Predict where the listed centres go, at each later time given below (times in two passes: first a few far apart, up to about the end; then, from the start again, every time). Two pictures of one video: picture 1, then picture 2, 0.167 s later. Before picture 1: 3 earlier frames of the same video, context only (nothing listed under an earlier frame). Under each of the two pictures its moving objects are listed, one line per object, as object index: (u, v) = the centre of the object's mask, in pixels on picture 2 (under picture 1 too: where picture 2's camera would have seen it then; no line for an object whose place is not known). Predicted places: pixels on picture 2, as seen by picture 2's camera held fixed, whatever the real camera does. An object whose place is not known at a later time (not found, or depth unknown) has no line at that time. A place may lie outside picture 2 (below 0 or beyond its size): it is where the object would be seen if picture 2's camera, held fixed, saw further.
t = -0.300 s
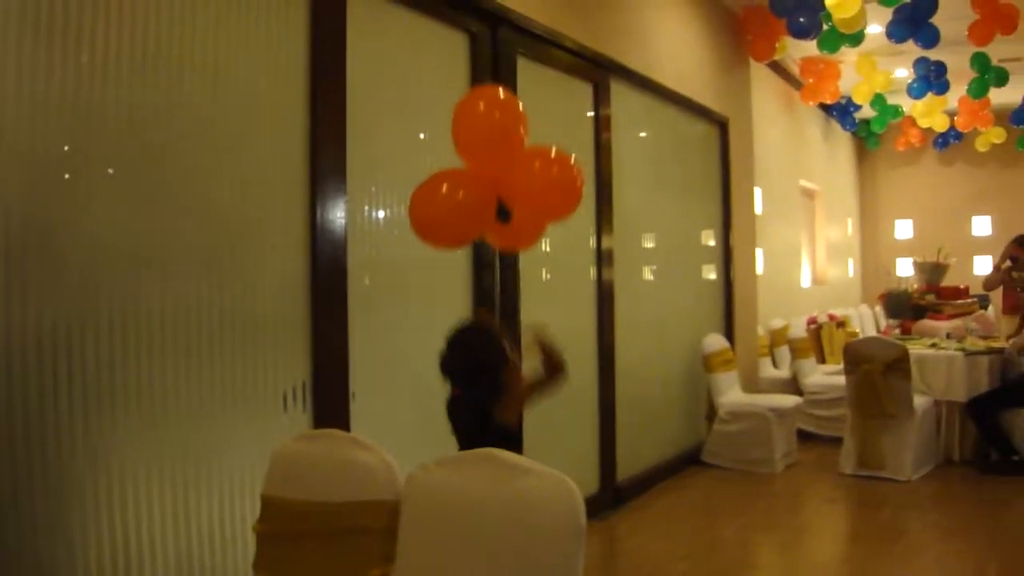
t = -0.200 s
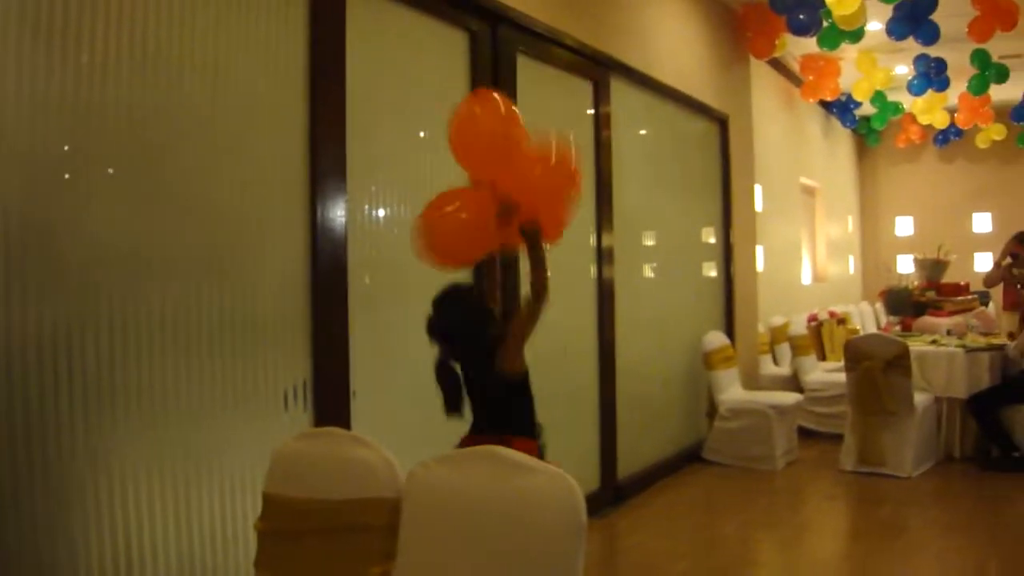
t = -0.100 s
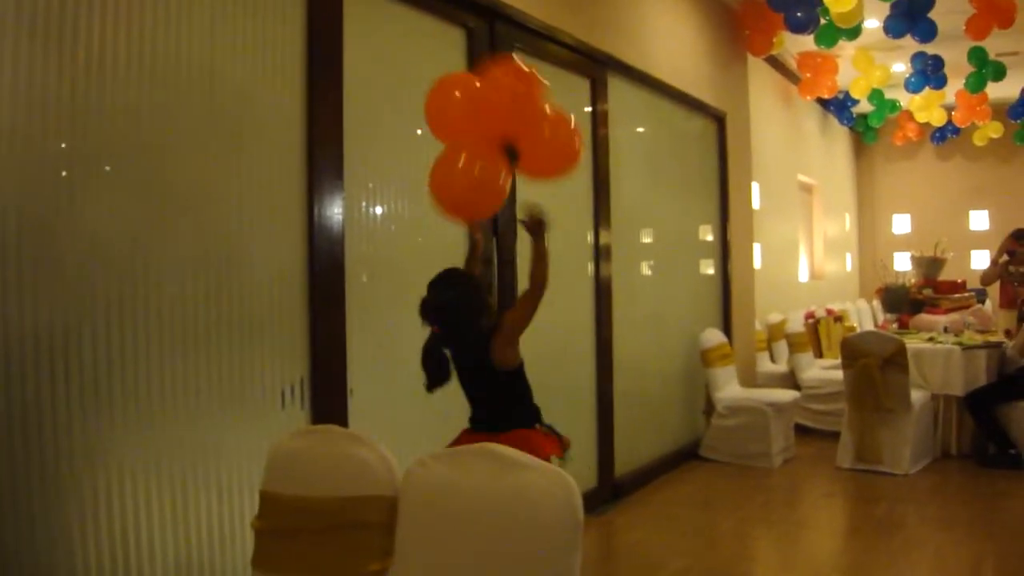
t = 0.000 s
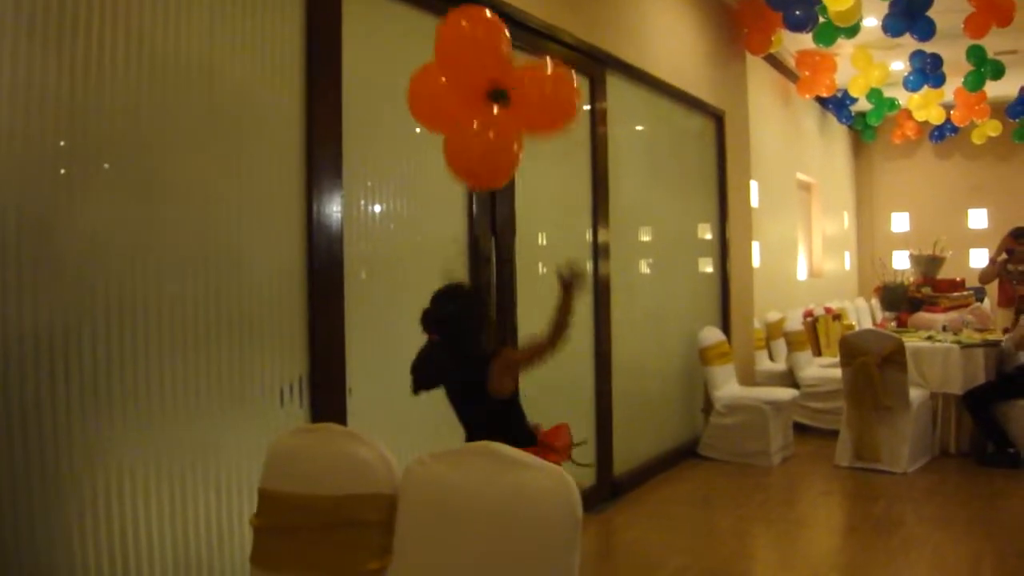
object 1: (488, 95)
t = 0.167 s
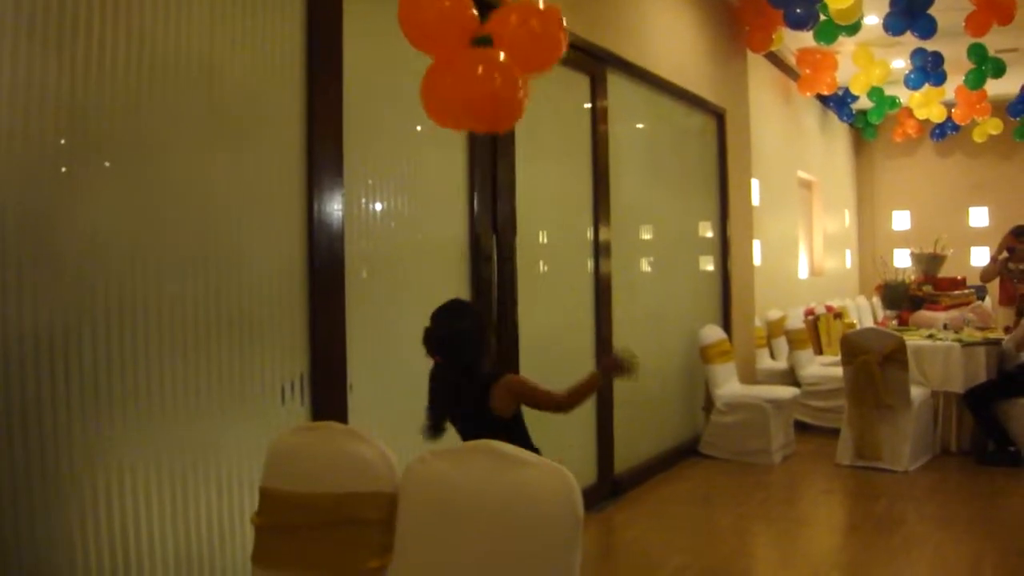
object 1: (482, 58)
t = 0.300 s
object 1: (472, 49)
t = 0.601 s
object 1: (473, 57)
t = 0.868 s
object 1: (489, 77)
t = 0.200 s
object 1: (479, 55)
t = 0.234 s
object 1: (476, 51)
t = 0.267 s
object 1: (474, 49)
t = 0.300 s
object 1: (472, 49)
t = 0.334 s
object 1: (470, 49)
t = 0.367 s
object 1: (469, 50)
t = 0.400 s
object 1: (469, 50)
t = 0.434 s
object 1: (468, 49)
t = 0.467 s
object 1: (467, 50)
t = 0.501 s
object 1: (468, 51)
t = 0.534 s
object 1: (469, 53)
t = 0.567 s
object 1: (471, 54)
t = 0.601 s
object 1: (473, 57)
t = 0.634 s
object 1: (475, 59)
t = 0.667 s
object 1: (477, 61)
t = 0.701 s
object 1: (480, 63)
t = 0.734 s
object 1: (482, 66)
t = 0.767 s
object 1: (484, 68)
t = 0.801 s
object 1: (486, 70)
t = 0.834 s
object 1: (487, 73)
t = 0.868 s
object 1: (489, 77)
